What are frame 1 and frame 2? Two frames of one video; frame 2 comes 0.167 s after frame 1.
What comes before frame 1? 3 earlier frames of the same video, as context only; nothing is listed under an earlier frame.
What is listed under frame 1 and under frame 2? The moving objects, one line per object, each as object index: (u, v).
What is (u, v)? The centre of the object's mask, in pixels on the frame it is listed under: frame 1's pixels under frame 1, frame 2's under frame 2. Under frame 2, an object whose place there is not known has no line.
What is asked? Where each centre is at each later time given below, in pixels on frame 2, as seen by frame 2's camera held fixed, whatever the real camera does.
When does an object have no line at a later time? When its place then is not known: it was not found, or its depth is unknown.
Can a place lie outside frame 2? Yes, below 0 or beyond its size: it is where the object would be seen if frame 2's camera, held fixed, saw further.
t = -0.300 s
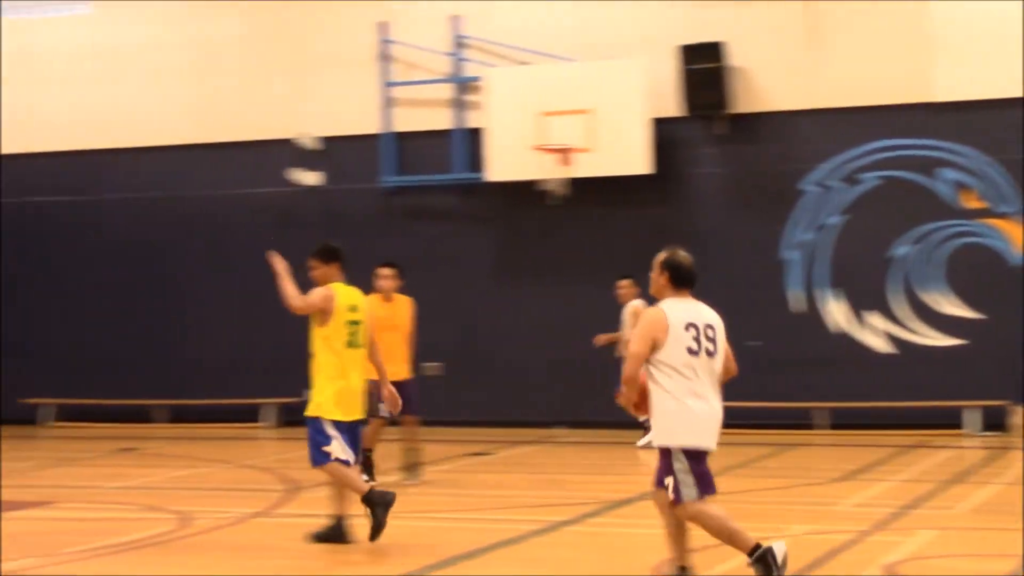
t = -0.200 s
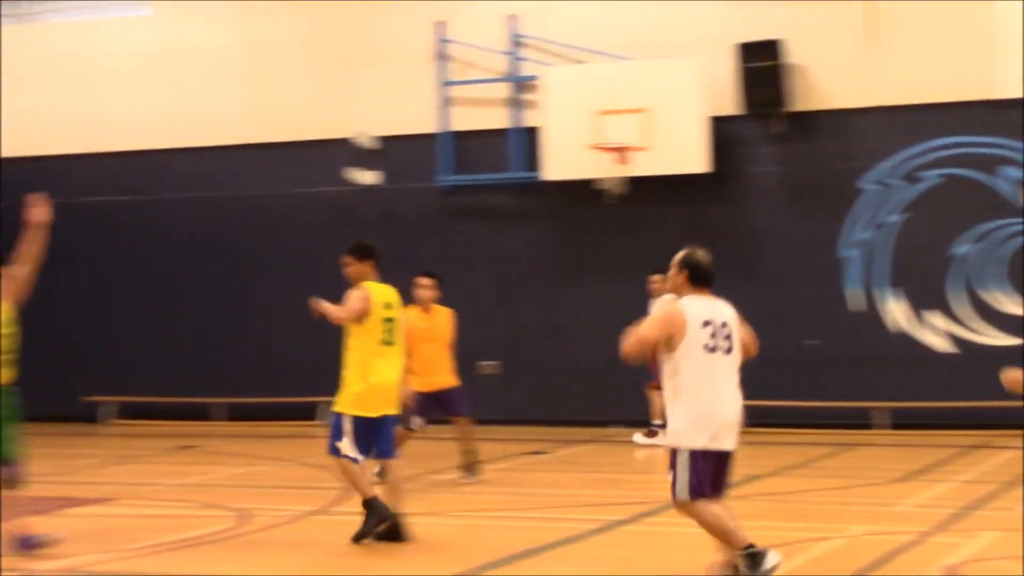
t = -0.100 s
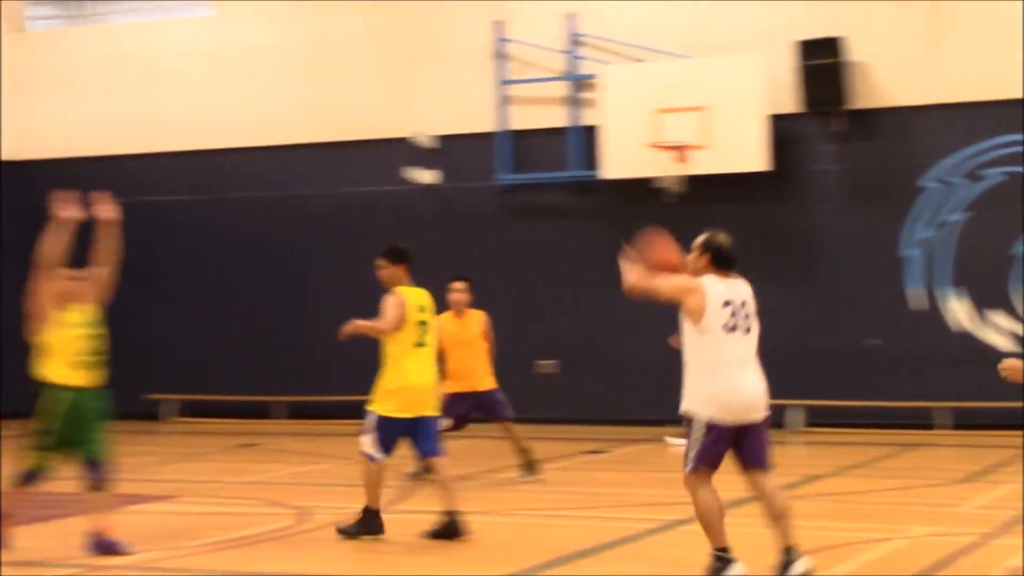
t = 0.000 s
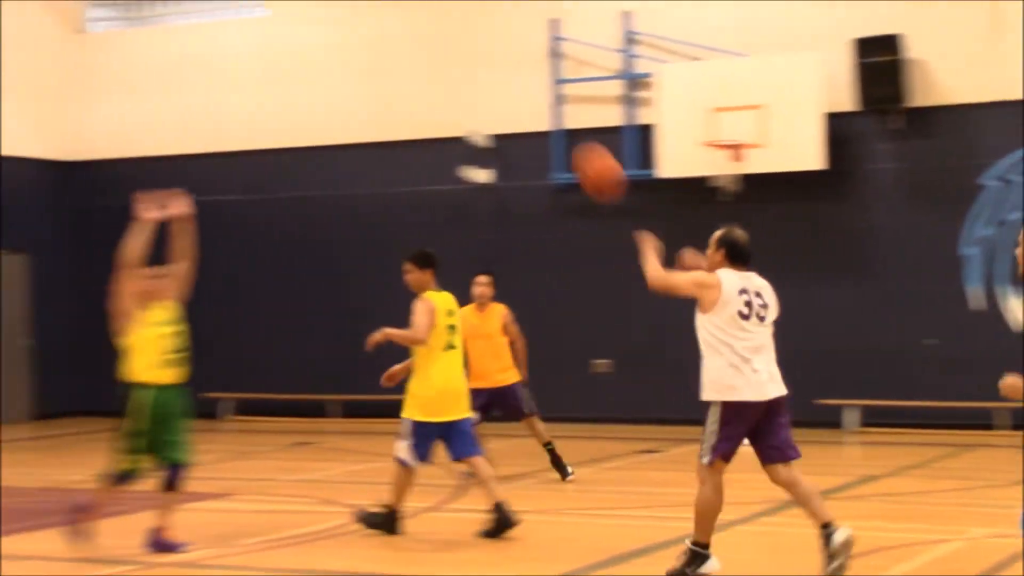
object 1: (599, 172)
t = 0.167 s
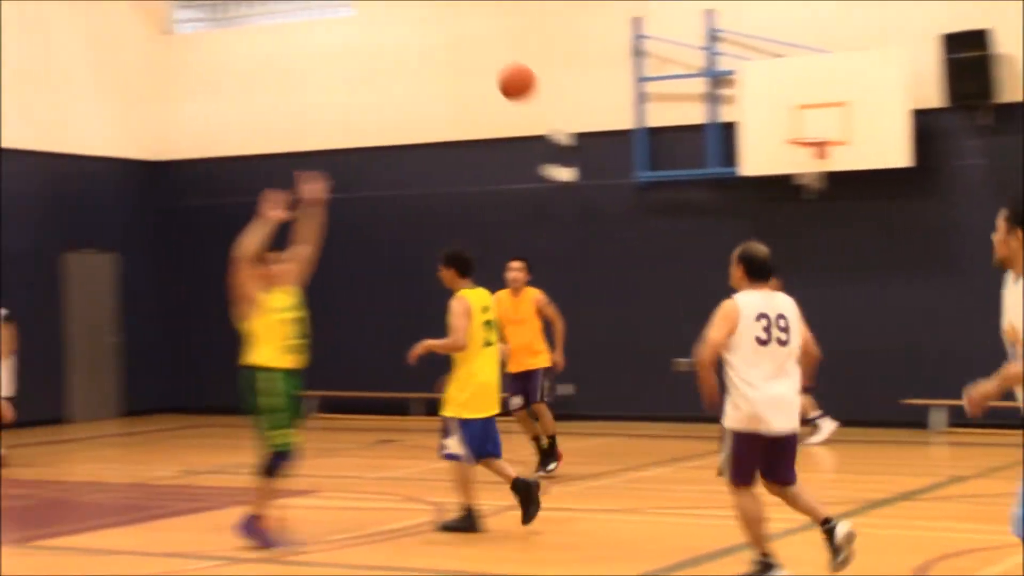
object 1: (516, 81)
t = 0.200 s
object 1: (489, 69)
